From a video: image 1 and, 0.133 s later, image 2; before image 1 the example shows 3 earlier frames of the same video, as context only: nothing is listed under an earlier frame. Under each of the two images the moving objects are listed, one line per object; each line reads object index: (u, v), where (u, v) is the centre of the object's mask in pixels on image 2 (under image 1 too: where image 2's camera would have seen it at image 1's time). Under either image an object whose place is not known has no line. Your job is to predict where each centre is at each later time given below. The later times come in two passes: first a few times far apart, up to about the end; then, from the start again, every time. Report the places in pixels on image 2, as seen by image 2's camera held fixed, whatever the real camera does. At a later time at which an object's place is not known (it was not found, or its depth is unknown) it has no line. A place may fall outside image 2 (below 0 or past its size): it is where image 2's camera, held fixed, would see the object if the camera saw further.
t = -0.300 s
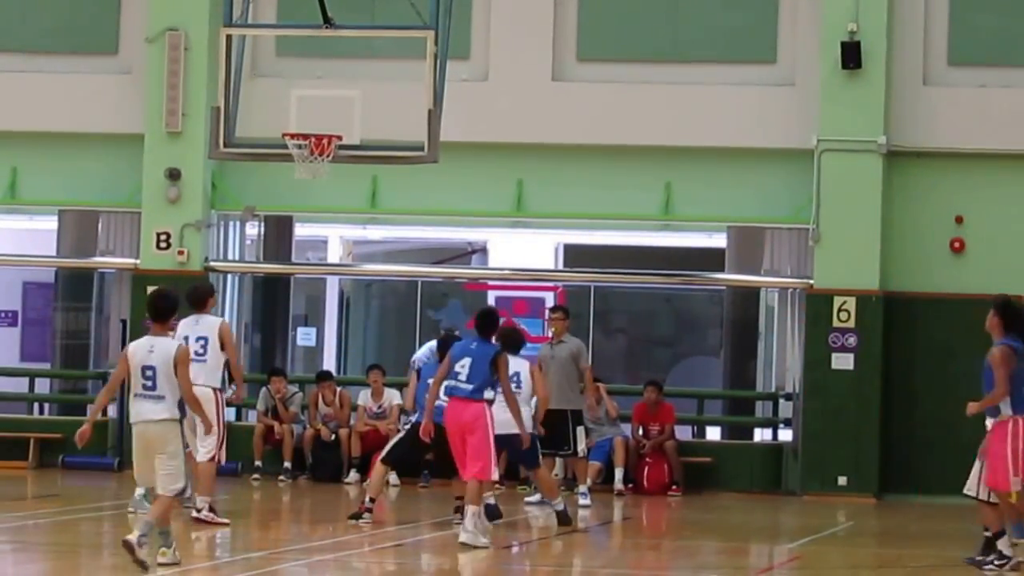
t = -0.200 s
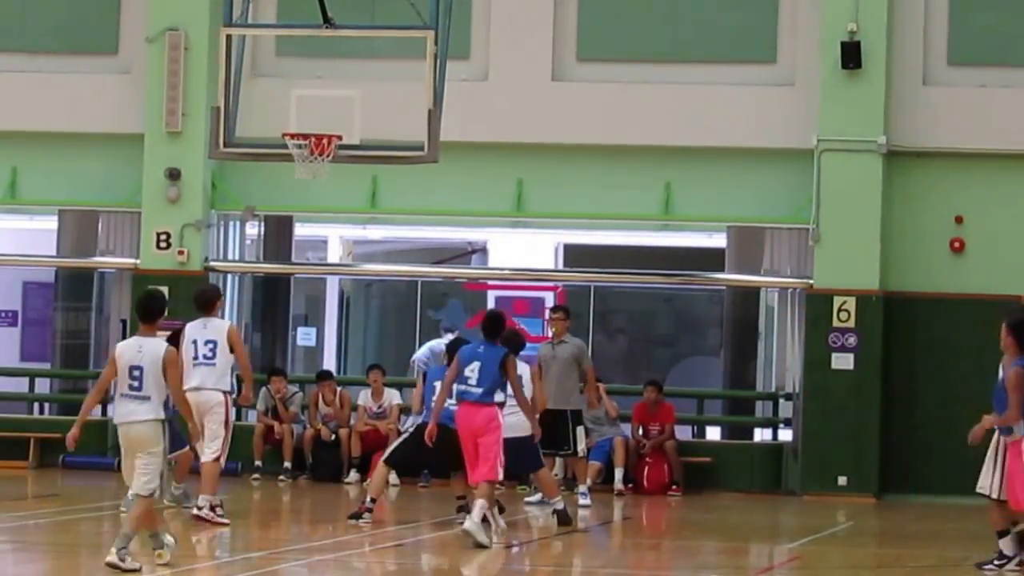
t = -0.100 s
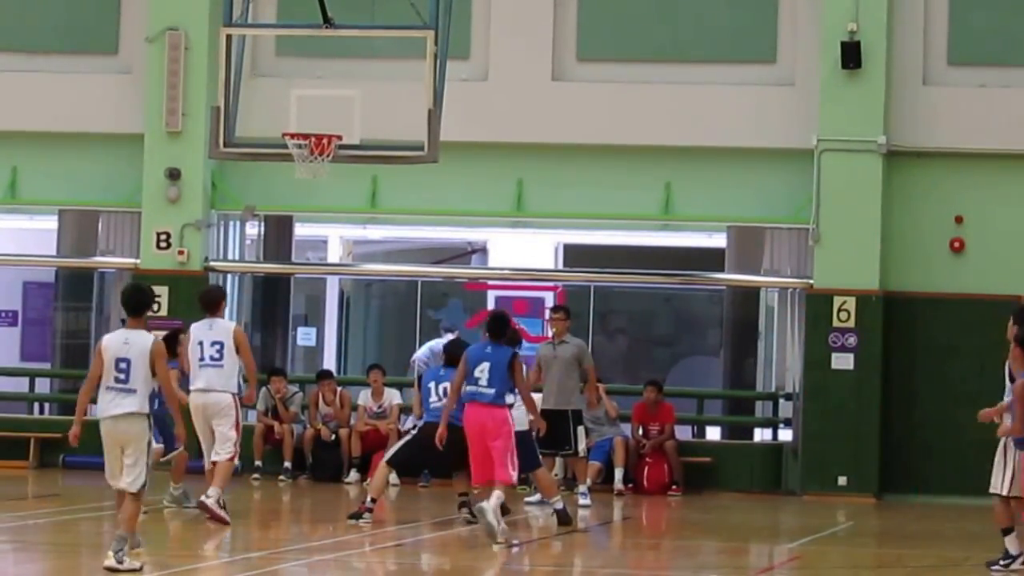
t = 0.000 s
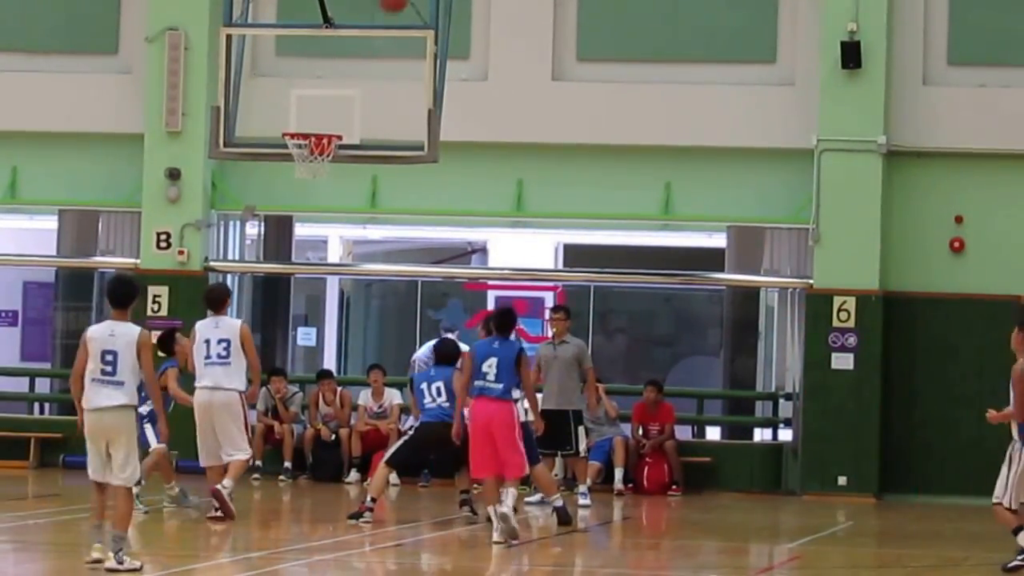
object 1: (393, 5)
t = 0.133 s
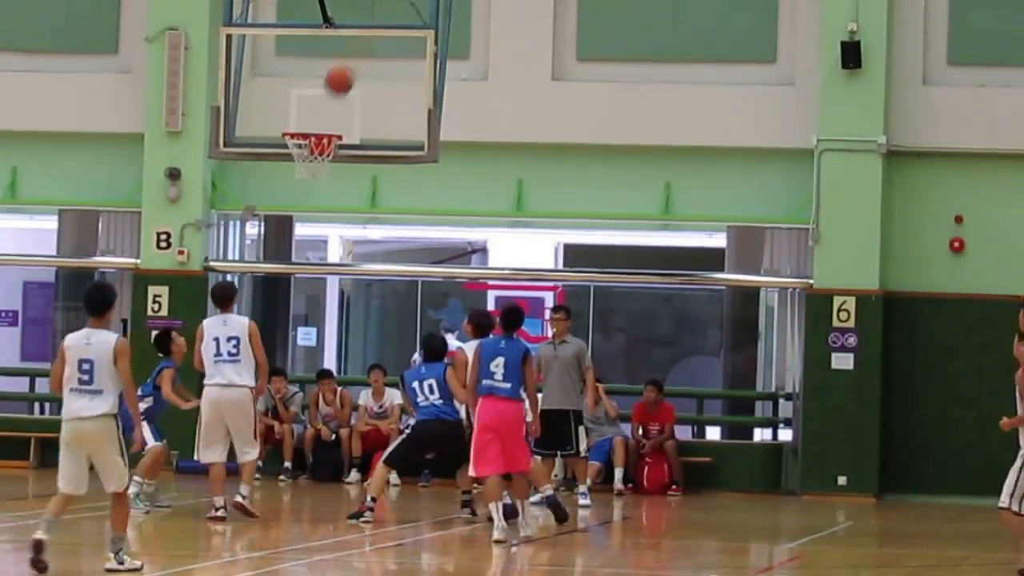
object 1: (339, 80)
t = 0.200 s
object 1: (313, 125)
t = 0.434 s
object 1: (289, 201)
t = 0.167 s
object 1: (325, 104)
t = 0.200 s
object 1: (313, 125)
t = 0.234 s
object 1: (299, 152)
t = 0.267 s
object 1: (296, 160)
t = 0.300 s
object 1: (294, 167)
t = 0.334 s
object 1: (292, 174)
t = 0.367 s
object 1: (291, 182)
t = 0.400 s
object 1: (290, 191)
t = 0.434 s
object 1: (289, 201)
